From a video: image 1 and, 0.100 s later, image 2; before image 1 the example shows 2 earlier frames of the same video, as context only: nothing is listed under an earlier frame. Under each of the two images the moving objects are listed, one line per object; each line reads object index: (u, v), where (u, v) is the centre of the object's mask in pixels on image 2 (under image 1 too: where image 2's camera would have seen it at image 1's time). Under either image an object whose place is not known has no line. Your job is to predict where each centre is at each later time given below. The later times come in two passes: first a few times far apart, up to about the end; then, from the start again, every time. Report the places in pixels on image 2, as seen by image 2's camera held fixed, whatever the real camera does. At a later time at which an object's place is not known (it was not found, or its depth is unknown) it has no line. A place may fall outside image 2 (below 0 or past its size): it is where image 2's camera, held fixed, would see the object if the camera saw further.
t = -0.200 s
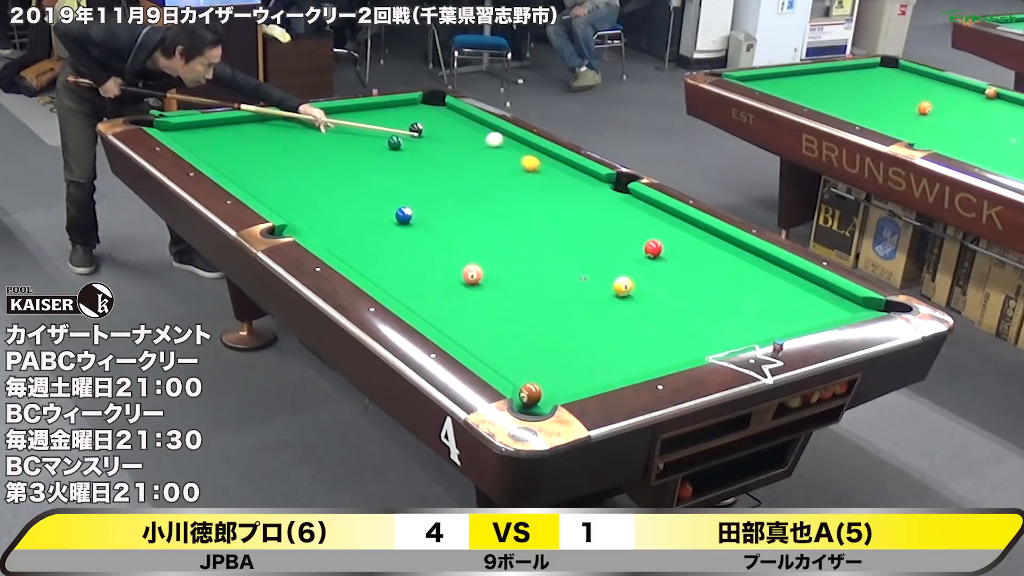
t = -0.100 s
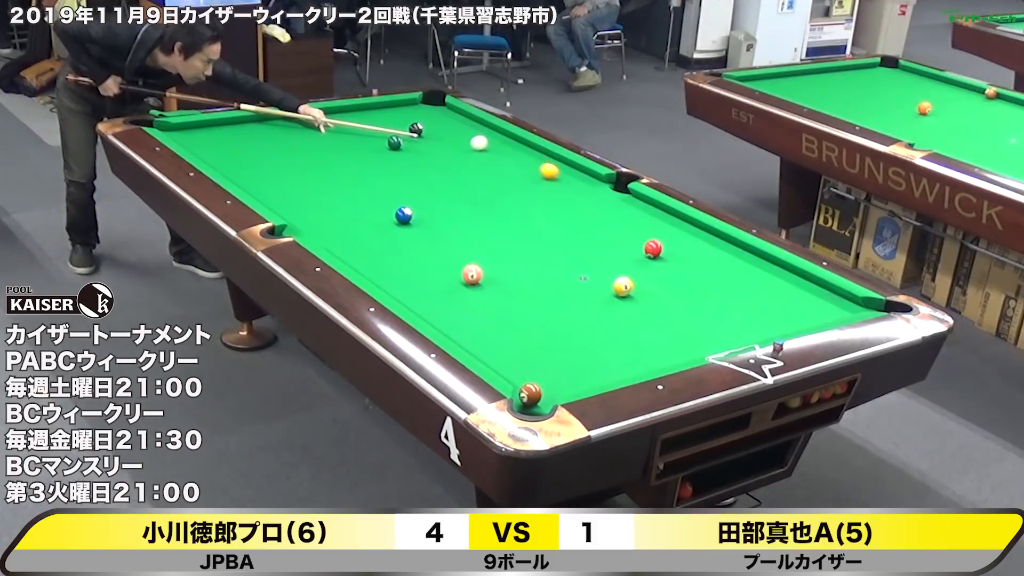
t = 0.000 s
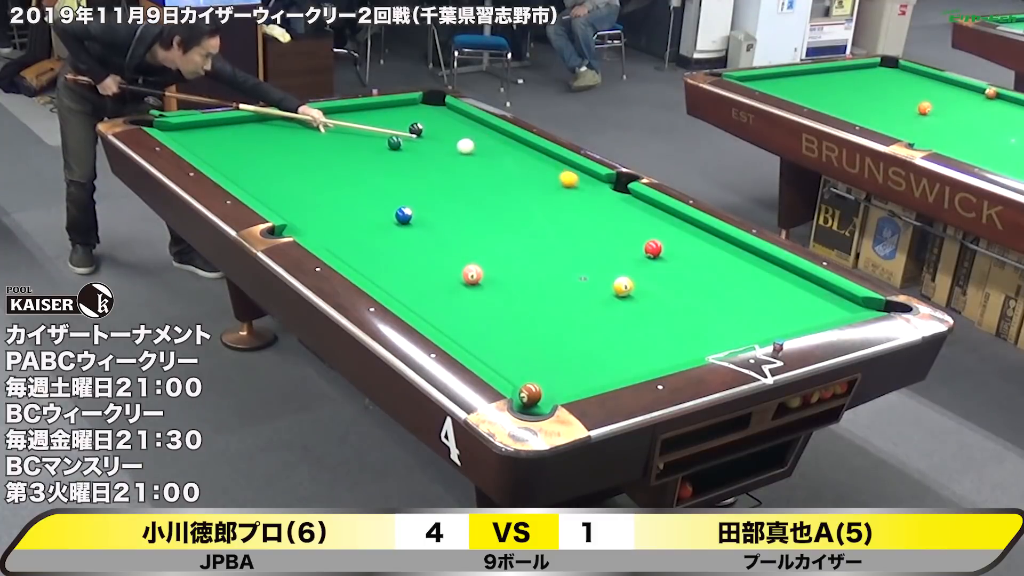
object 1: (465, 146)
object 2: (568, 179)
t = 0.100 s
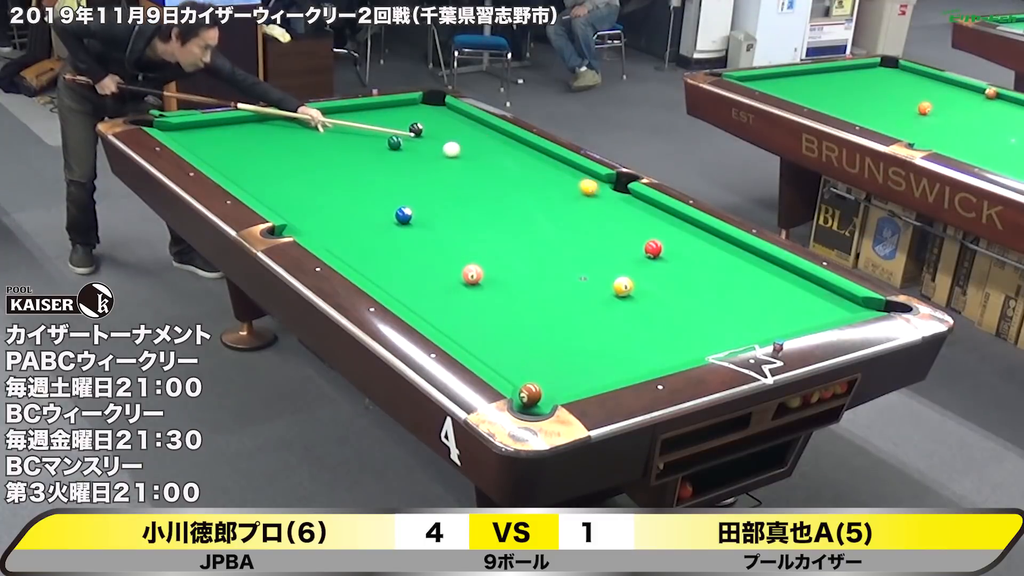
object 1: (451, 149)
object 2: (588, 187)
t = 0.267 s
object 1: (428, 155)
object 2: (621, 201)
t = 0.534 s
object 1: (389, 164)
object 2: (678, 225)
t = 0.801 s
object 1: (349, 173)
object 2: (738, 250)
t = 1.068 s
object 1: (309, 183)
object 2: (803, 276)
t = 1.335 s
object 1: (267, 192)
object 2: (857, 304)
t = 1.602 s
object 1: (273, 194)
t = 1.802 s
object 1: (292, 192)
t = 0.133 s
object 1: (447, 150)
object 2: (595, 190)
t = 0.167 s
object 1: (442, 151)
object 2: (601, 193)
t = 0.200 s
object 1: (437, 153)
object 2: (608, 196)
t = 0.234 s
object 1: (433, 154)
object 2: (614, 198)
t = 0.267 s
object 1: (428, 155)
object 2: (621, 201)
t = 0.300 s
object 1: (423, 156)
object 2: (629, 204)
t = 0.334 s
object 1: (418, 157)
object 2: (635, 207)
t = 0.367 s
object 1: (414, 158)
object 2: (642, 210)
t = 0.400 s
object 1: (409, 159)
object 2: (649, 213)
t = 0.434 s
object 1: (404, 160)
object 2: (657, 216)
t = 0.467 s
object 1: (399, 162)
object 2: (664, 218)
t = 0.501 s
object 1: (394, 163)
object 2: (671, 222)
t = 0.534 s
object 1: (389, 164)
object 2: (678, 225)
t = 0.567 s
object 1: (384, 165)
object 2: (685, 227)
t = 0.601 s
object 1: (379, 166)
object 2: (693, 231)
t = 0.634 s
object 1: (375, 167)
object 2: (700, 234)
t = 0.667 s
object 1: (370, 168)
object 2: (708, 237)
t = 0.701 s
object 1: (365, 170)
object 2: (716, 240)
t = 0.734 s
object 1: (360, 171)
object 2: (723, 243)
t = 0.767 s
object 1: (355, 172)
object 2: (731, 246)
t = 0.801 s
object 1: (349, 173)
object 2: (738, 250)
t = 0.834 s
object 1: (345, 174)
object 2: (746, 253)
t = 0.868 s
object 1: (340, 176)
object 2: (754, 256)
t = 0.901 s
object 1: (334, 177)
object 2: (762, 259)
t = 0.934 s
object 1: (329, 178)
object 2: (770, 262)
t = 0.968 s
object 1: (324, 179)
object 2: (778, 266)
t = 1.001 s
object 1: (319, 180)
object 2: (786, 269)
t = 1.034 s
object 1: (314, 182)
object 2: (794, 272)
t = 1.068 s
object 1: (309, 183)
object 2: (803, 276)
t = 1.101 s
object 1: (303, 184)
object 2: (810, 279)
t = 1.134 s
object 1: (298, 185)
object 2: (817, 283)
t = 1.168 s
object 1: (293, 186)
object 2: (824, 287)
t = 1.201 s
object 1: (288, 187)
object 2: (831, 290)
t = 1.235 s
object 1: (283, 189)
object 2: (837, 293)
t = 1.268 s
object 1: (278, 190)
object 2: (844, 297)
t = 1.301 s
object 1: (272, 191)
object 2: (851, 301)
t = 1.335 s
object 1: (267, 192)
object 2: (857, 304)
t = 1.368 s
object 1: (262, 193)
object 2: (864, 306)
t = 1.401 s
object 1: (258, 193)
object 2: (871, 308)
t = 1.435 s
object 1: (257, 194)
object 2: (874, 307)
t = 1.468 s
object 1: (261, 194)
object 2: (876, 307)
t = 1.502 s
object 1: (264, 194)
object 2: (879, 308)
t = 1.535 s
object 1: (267, 194)
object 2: (882, 310)
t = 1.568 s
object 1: (270, 194)
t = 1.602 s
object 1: (273, 194)
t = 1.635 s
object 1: (276, 193)
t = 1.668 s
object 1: (280, 193)
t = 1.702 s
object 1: (283, 193)
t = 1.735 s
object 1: (286, 193)
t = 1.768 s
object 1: (289, 192)
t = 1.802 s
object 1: (292, 192)
